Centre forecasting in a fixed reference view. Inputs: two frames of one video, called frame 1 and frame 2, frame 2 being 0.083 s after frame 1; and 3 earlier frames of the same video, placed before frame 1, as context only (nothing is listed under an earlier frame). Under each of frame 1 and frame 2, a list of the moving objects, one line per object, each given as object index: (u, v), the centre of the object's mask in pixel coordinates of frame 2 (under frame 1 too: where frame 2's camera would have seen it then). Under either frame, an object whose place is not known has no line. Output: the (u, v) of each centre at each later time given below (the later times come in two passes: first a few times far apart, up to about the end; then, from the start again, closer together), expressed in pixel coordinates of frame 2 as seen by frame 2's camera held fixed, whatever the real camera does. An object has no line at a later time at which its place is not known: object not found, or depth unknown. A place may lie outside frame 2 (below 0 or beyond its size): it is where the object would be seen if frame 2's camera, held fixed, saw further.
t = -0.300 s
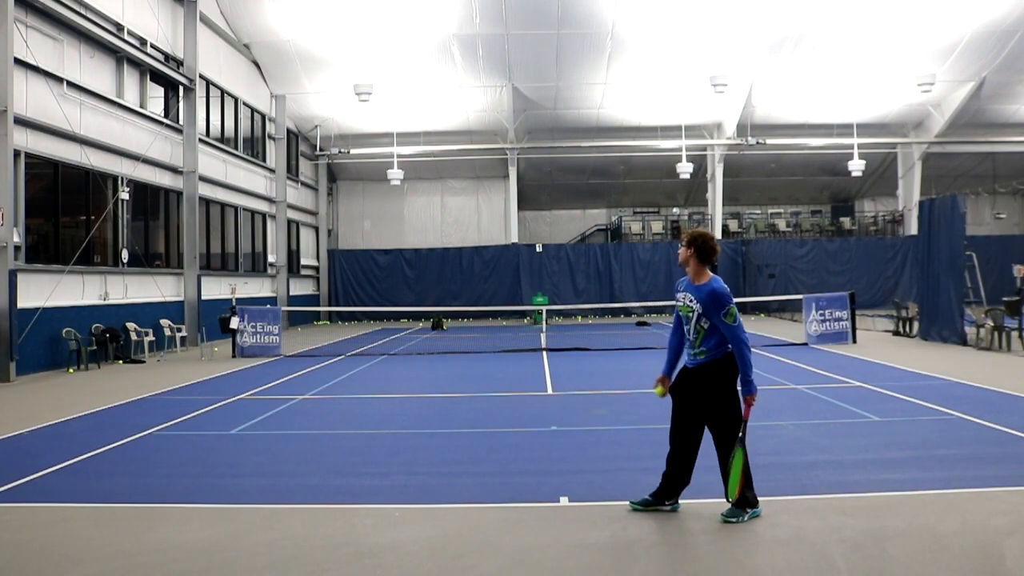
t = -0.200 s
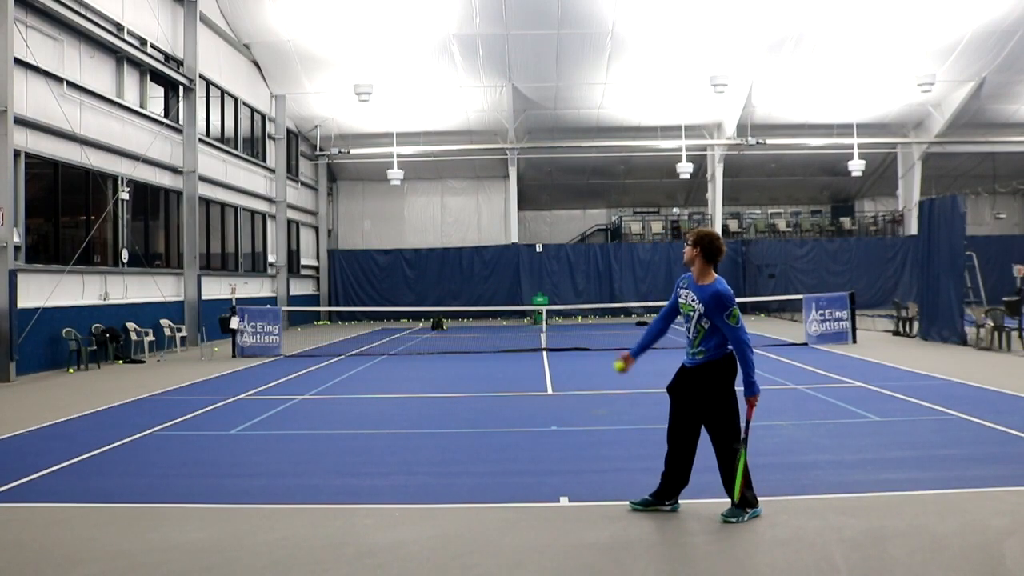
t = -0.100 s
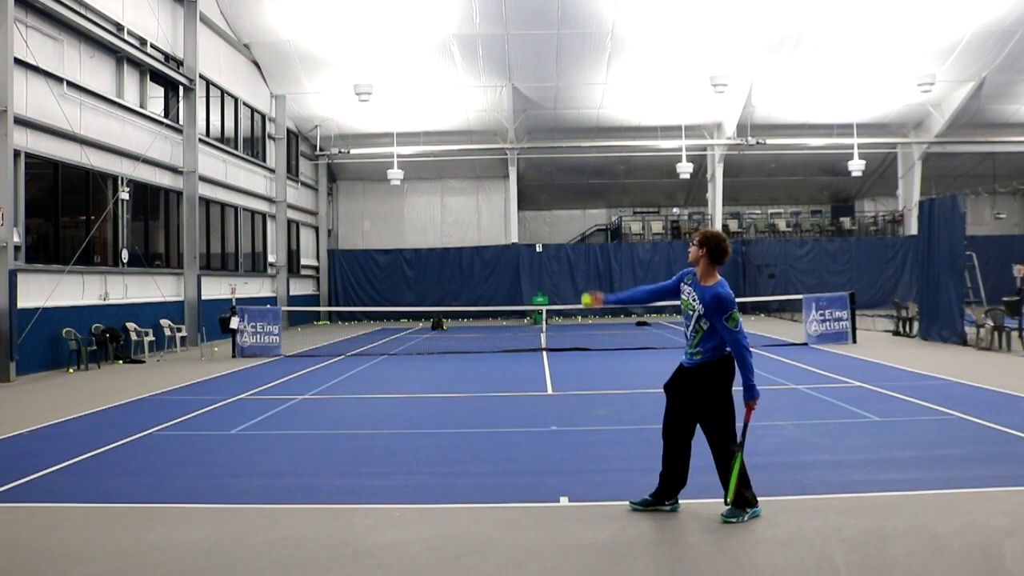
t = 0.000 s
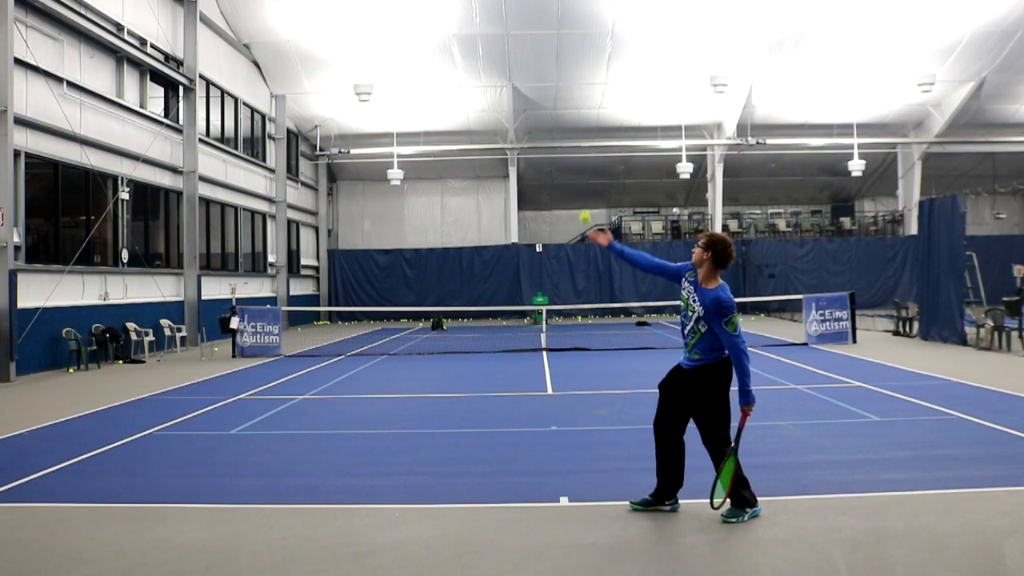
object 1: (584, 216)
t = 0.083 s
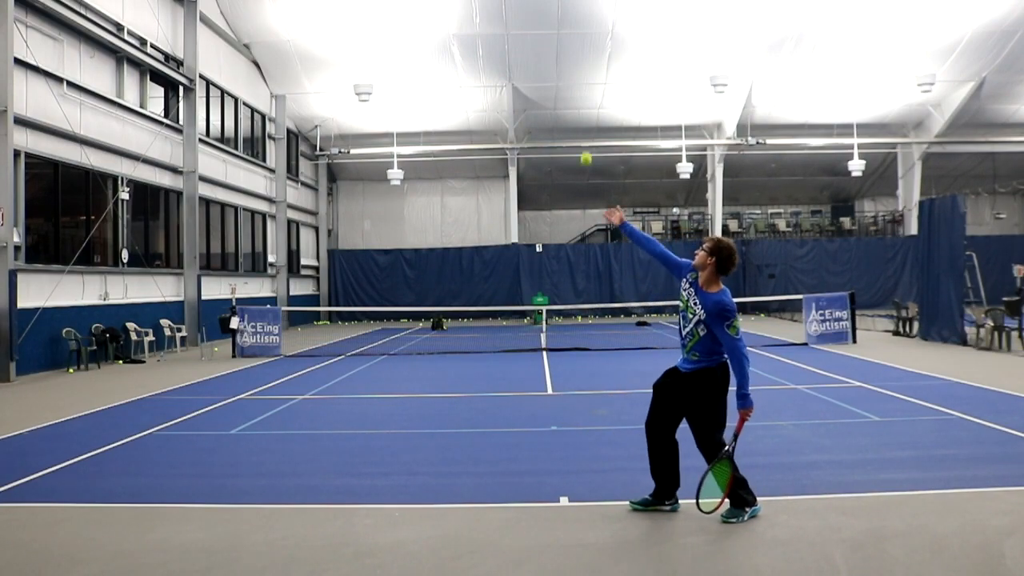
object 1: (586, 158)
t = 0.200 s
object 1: (587, 95)
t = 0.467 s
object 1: (593, 29)
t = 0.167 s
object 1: (587, 111)
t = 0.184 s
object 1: (587, 103)
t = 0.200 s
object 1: (587, 95)
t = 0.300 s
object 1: (589, 58)
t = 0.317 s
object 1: (590, 53)
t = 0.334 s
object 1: (590, 49)
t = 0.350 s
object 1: (590, 45)
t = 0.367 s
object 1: (591, 42)
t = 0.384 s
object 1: (591, 39)
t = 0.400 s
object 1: (591, 36)
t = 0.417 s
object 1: (592, 34)
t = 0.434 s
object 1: (593, 32)
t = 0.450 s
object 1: (593, 30)
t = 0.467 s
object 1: (593, 29)
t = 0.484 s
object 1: (594, 29)
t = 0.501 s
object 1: (594, 28)
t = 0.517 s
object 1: (594, 28)
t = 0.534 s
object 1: (595, 29)
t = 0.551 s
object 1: (596, 30)
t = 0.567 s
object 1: (596, 31)
